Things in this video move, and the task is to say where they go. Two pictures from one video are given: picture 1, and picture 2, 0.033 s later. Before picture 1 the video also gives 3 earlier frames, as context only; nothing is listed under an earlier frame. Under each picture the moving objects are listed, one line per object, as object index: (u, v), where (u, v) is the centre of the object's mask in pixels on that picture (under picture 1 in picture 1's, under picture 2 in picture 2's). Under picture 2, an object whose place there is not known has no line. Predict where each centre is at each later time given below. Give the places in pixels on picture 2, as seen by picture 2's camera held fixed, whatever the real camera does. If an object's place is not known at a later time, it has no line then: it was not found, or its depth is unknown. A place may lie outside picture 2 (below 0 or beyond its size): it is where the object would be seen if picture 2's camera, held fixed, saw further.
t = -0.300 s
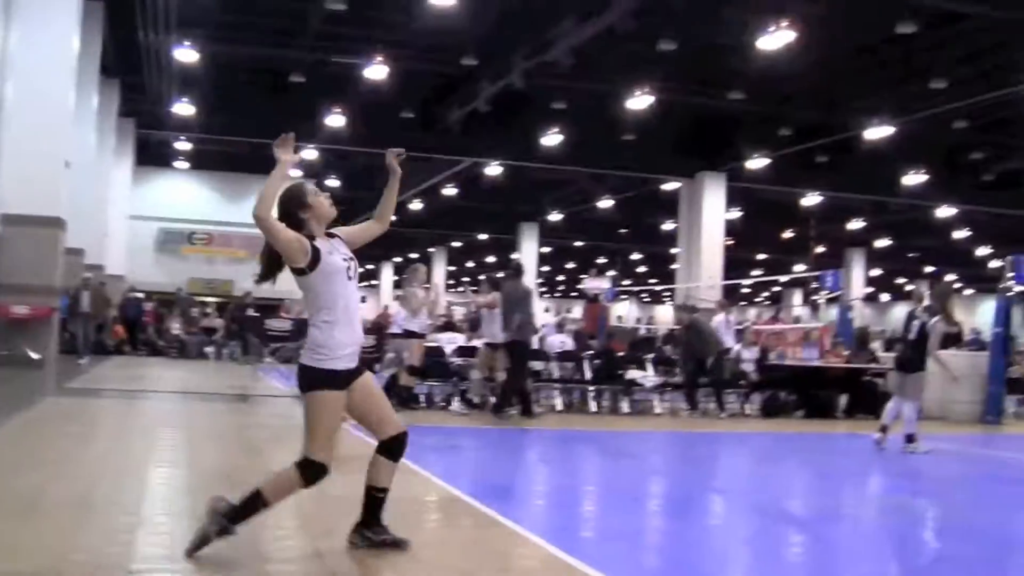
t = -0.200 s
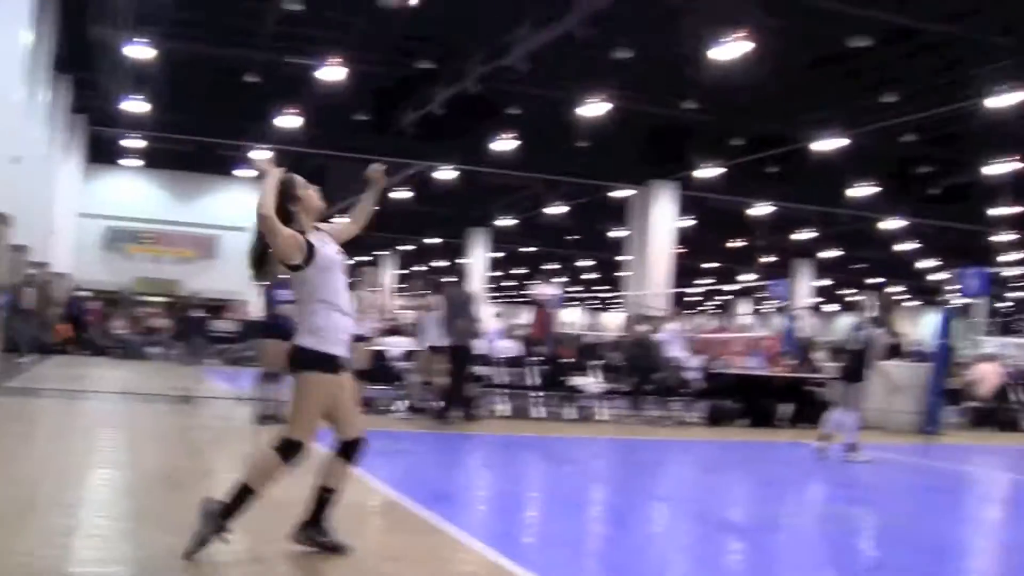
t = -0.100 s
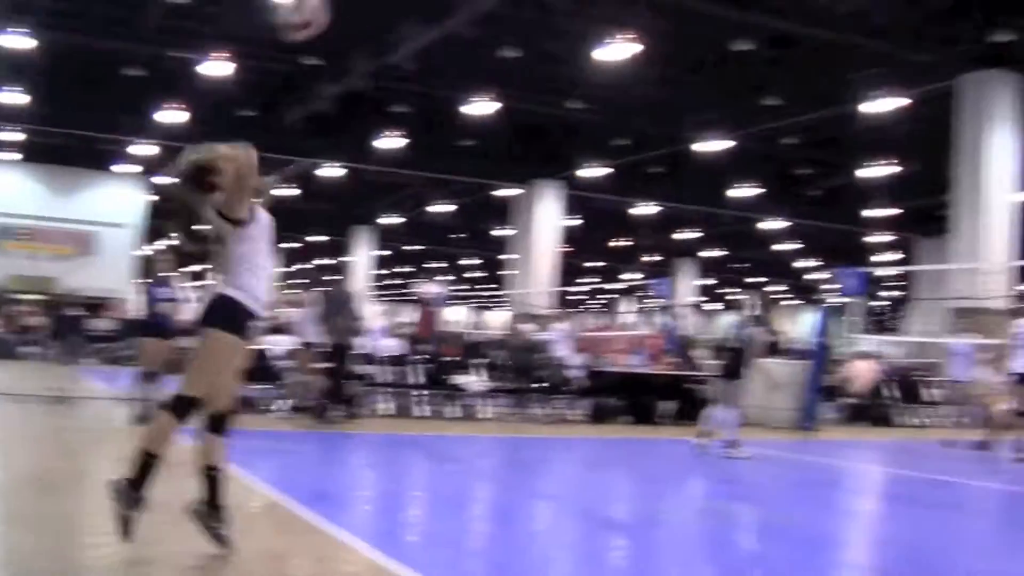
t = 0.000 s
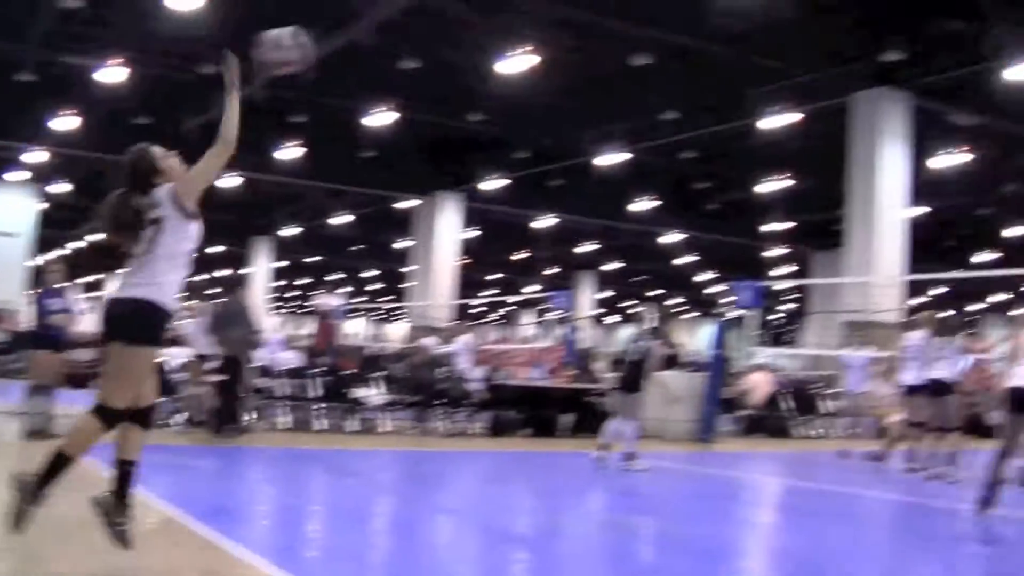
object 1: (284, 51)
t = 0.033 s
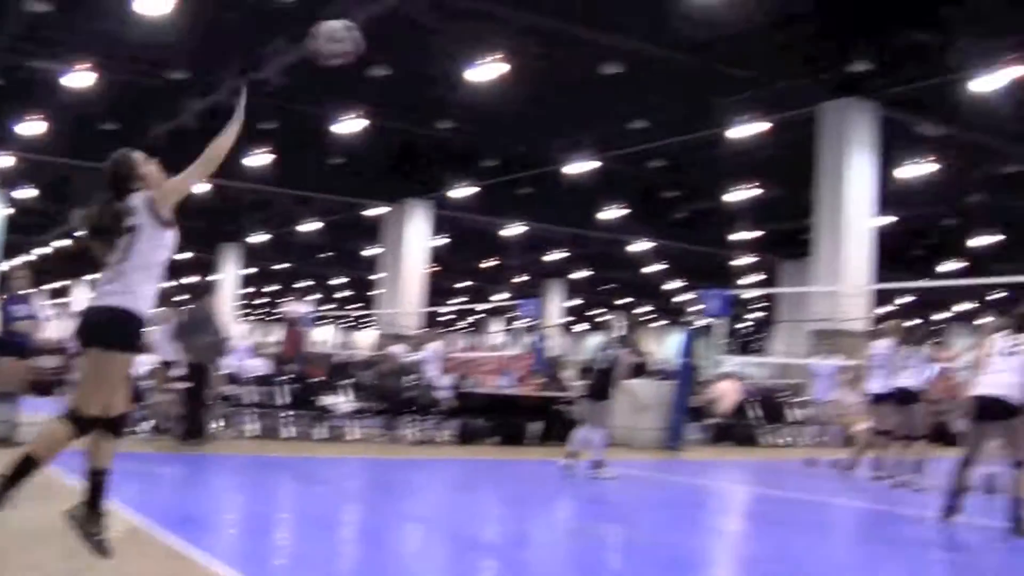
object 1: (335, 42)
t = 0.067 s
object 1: (408, 32)
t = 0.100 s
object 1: (472, 24)
